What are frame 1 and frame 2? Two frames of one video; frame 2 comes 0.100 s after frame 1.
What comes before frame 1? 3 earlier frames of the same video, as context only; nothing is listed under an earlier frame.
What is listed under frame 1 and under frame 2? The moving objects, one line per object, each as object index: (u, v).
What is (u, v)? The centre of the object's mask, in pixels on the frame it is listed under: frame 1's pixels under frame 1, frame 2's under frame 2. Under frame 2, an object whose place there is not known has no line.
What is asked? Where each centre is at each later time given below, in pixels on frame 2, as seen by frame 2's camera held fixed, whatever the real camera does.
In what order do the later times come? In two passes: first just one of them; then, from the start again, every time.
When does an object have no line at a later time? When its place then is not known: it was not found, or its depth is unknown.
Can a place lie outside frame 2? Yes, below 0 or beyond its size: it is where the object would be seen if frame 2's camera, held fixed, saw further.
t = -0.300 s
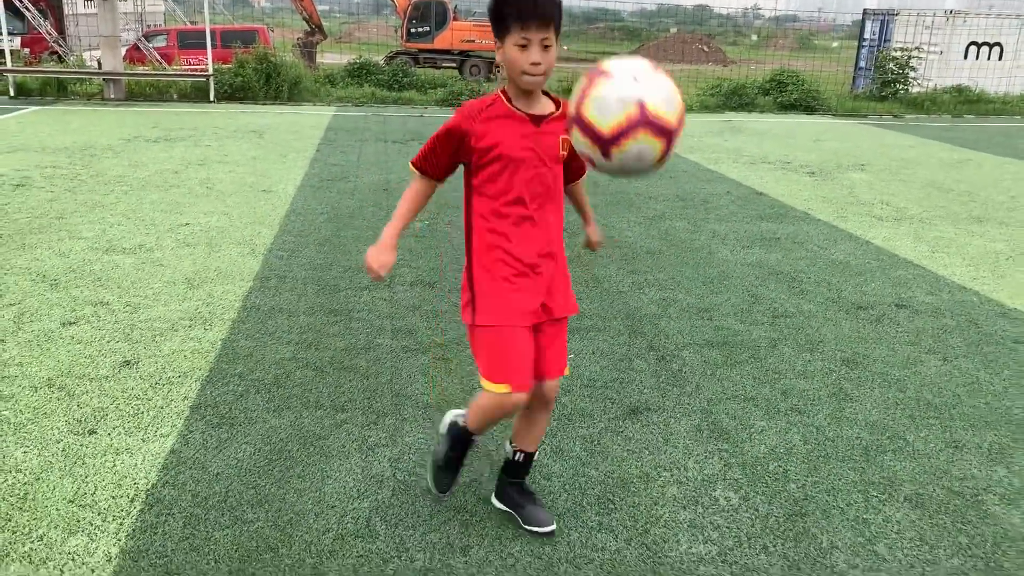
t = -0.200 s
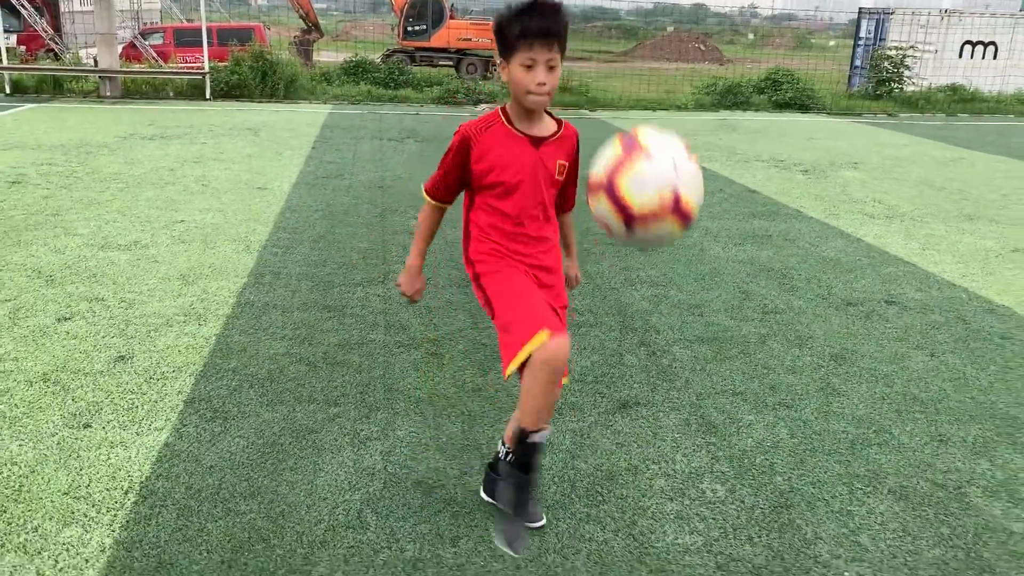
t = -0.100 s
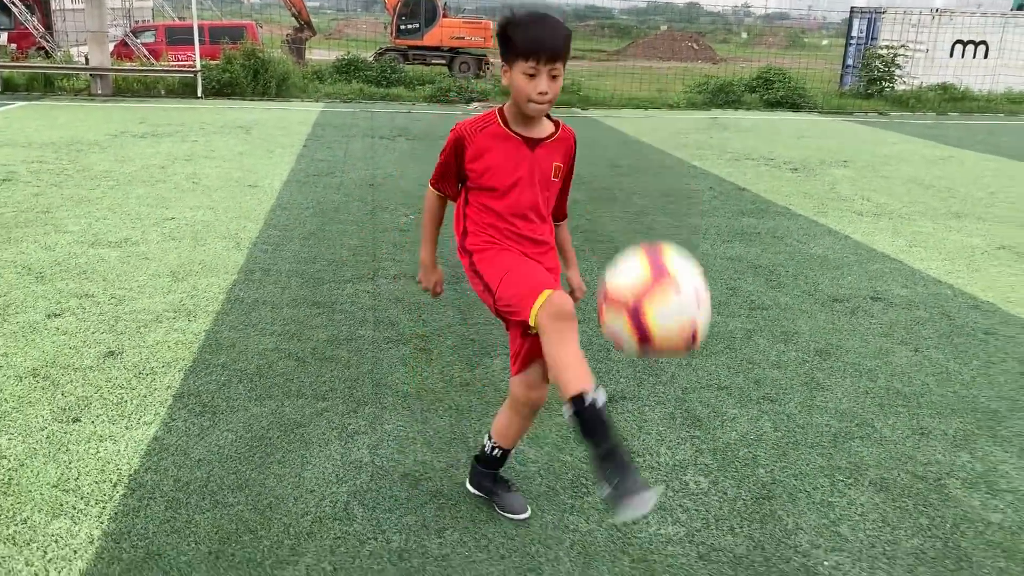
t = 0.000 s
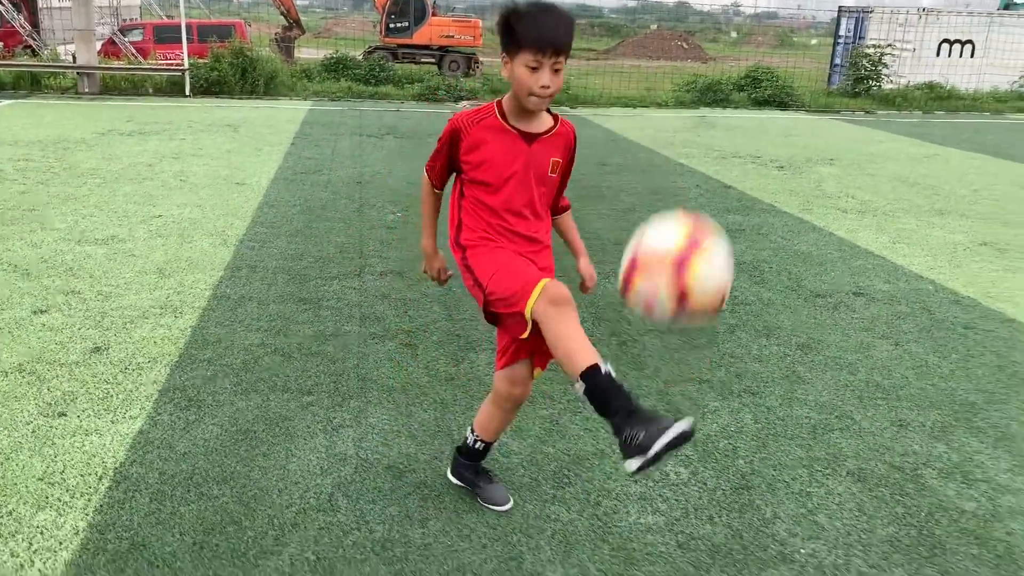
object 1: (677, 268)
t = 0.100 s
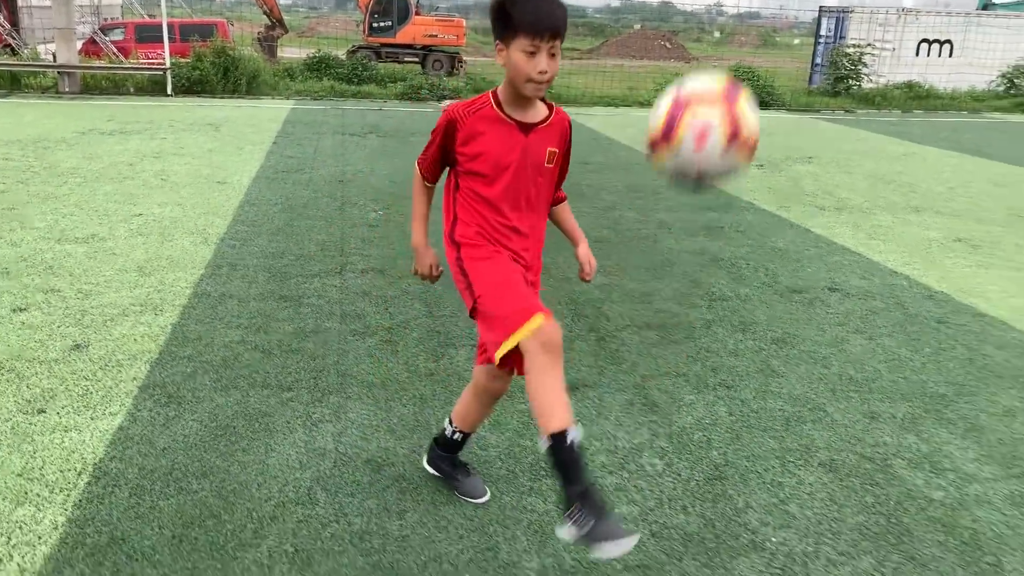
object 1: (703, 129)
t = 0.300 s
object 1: (778, 25)
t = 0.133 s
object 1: (720, 93)
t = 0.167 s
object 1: (734, 63)
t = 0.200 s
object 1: (747, 44)
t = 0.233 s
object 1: (760, 33)
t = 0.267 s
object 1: (769, 28)
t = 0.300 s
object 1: (778, 25)
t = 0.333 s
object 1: (788, 25)
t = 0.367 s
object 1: (800, 26)
